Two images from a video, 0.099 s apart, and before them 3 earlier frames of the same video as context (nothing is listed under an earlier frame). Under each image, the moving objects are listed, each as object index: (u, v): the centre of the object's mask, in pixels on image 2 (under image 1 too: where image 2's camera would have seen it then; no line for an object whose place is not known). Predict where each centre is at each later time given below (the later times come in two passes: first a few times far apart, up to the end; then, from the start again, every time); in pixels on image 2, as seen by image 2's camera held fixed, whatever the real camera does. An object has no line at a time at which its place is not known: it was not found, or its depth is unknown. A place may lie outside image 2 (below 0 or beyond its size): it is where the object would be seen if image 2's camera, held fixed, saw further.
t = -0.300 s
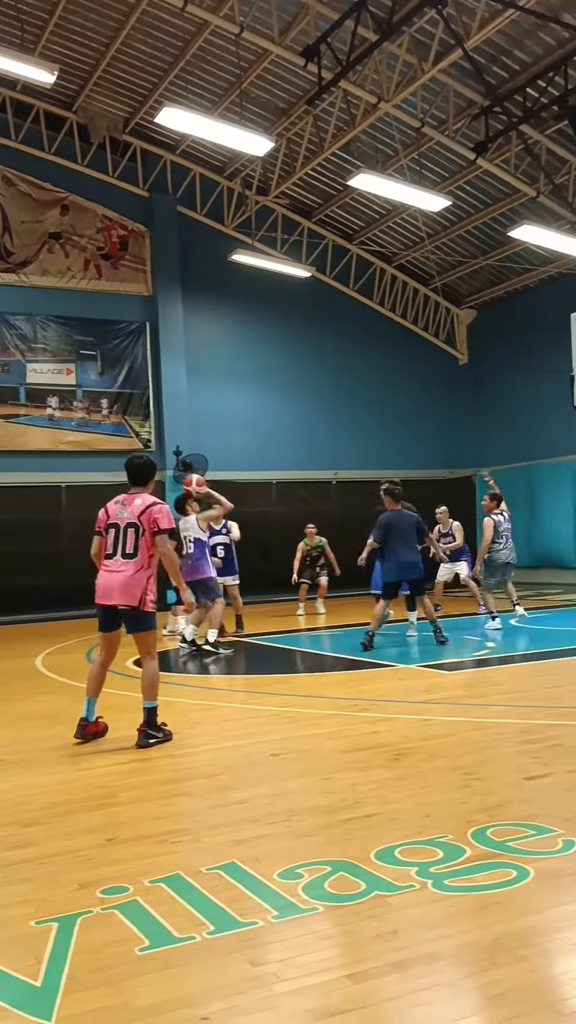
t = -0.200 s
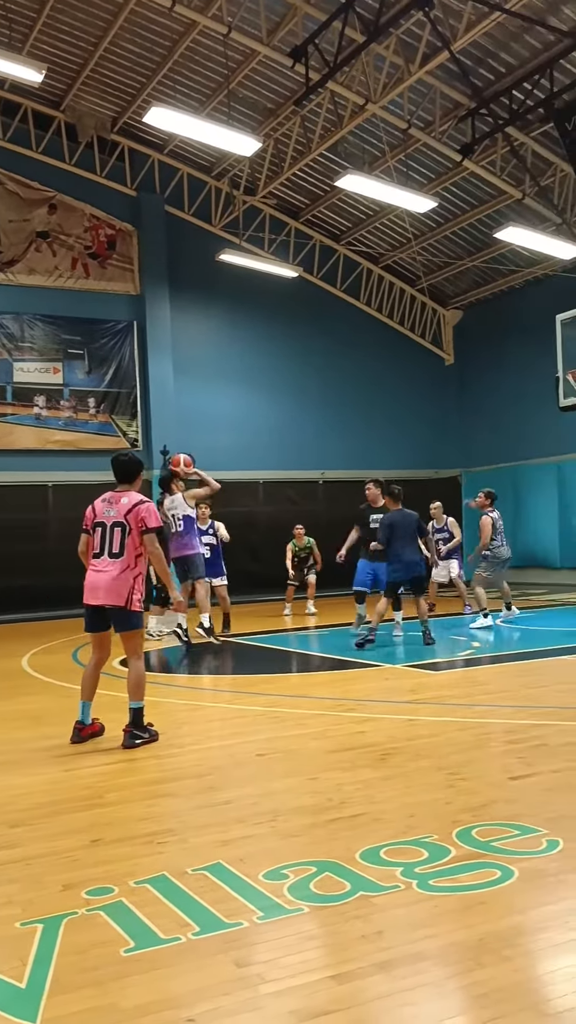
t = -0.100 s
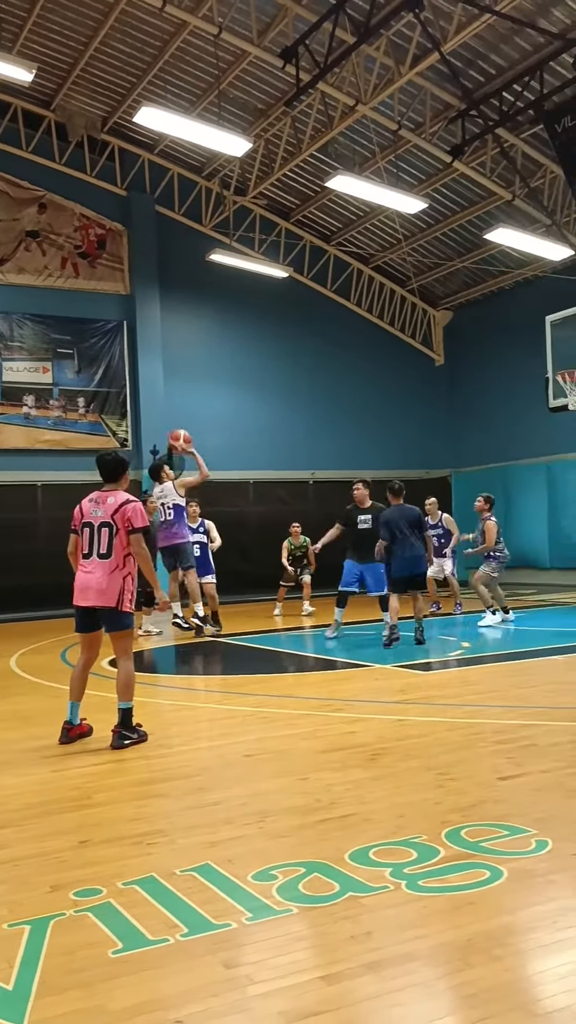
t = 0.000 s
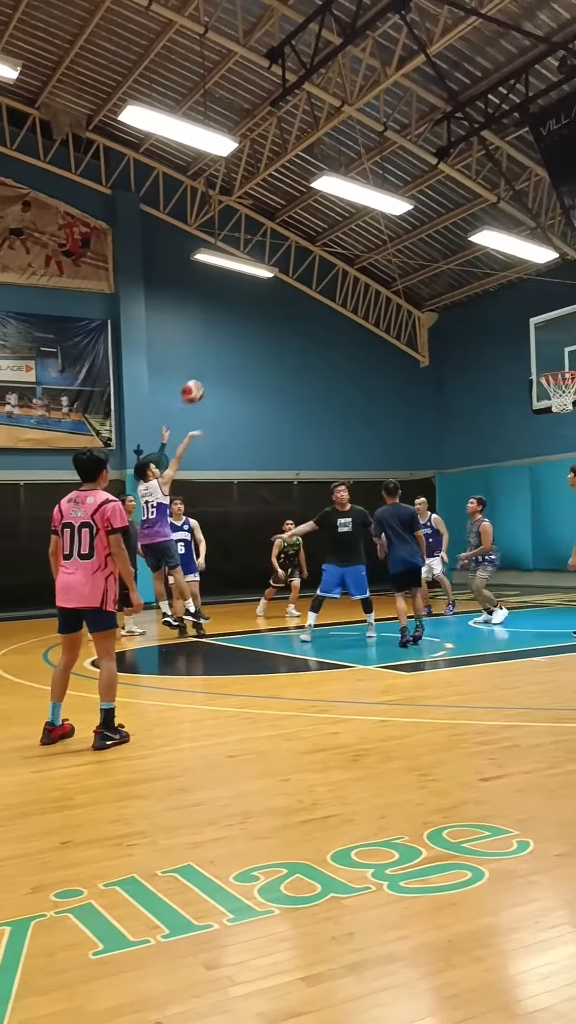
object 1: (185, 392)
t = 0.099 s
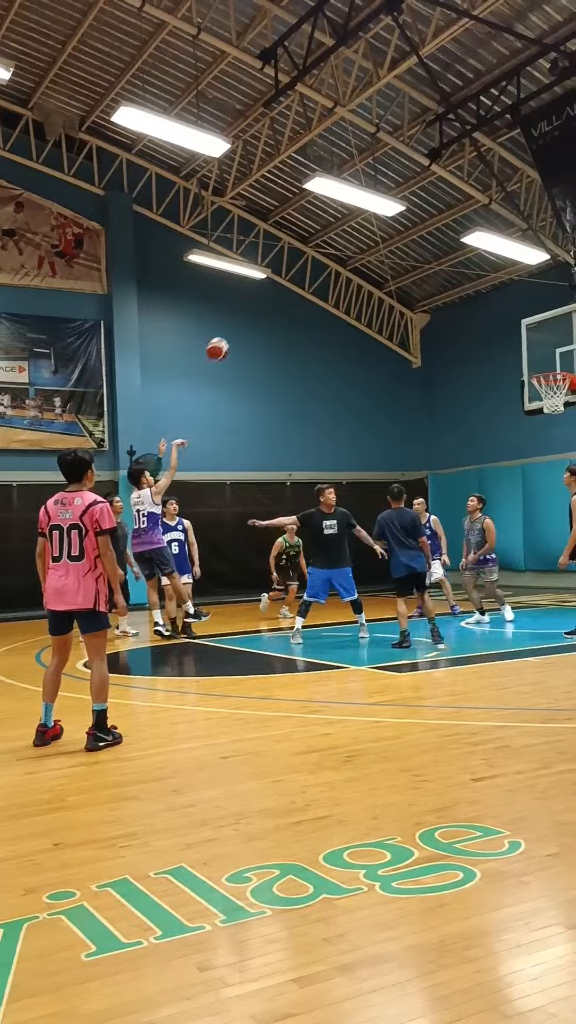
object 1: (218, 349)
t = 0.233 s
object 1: (262, 306)
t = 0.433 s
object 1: (321, 272)
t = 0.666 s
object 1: (390, 274)
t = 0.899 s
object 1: (456, 319)
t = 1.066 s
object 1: (502, 375)
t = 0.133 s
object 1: (229, 337)
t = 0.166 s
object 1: (239, 325)
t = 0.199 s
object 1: (250, 315)
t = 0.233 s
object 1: (262, 306)
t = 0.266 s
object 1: (271, 298)
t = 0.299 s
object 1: (280, 291)
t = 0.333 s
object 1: (291, 284)
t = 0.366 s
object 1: (302, 279)
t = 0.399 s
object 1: (312, 275)
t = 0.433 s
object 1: (321, 272)
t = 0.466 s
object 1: (331, 270)
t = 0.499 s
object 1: (341, 267)
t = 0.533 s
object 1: (351, 268)
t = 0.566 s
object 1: (361, 268)
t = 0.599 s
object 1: (370, 269)
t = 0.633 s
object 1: (380, 271)
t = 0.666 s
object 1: (390, 274)
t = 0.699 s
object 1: (399, 278)
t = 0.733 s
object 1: (408, 283)
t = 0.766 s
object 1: (418, 289)
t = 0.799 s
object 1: (428, 295)
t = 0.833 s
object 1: (437, 302)
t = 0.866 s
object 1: (447, 310)
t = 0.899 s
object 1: (456, 319)
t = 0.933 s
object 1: (466, 328)
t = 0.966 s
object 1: (475, 339)
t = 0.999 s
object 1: (484, 351)
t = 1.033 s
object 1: (493, 362)
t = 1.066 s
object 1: (502, 375)
